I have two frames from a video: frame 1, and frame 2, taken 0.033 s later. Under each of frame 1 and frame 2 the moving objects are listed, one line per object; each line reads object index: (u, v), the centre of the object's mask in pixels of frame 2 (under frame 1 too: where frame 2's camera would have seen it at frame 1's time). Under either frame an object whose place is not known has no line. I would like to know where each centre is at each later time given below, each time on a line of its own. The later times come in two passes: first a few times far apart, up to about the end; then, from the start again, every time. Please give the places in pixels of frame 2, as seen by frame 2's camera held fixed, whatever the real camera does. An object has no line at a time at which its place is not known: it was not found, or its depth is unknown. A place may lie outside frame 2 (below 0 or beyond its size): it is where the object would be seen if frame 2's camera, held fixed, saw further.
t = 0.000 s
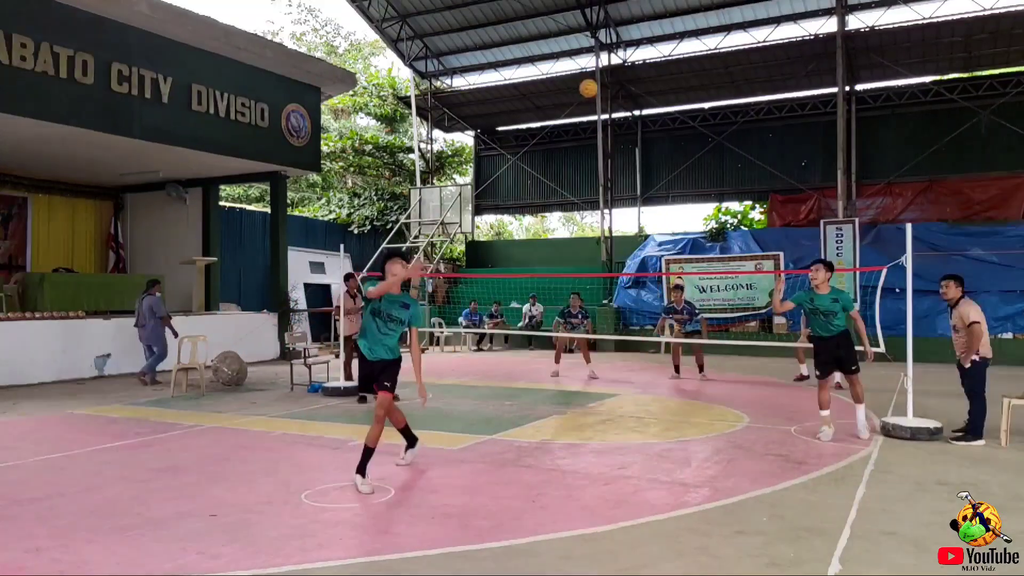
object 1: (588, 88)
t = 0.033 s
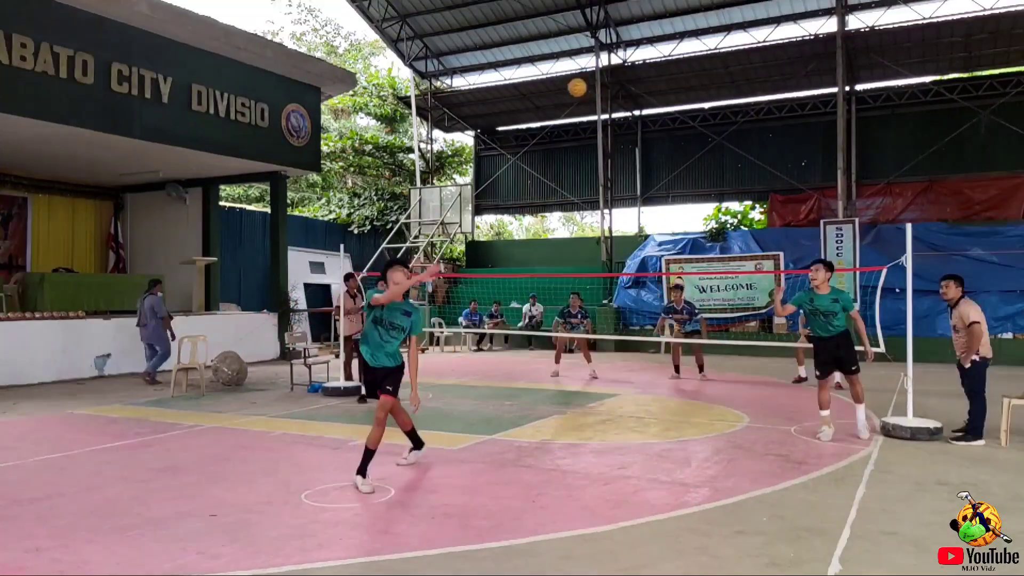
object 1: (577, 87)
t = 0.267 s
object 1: (493, 124)
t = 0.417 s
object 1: (435, 189)
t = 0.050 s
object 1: (571, 88)
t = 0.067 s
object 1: (566, 88)
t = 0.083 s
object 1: (560, 89)
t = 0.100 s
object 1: (554, 90)
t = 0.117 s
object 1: (548, 92)
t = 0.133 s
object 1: (542, 94)
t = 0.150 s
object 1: (536, 96)
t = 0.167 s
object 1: (530, 99)
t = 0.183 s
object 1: (524, 102)
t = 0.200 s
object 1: (518, 106)
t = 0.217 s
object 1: (512, 109)
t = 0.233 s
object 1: (506, 114)
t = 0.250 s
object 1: (499, 118)
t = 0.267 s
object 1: (493, 124)
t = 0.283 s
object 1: (487, 129)
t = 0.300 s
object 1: (482, 135)
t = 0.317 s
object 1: (476, 142)
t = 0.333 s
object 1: (468, 149)
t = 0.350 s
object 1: (462, 156)
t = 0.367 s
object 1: (455, 163)
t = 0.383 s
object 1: (448, 172)
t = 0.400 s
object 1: (442, 179)
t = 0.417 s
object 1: (435, 189)
